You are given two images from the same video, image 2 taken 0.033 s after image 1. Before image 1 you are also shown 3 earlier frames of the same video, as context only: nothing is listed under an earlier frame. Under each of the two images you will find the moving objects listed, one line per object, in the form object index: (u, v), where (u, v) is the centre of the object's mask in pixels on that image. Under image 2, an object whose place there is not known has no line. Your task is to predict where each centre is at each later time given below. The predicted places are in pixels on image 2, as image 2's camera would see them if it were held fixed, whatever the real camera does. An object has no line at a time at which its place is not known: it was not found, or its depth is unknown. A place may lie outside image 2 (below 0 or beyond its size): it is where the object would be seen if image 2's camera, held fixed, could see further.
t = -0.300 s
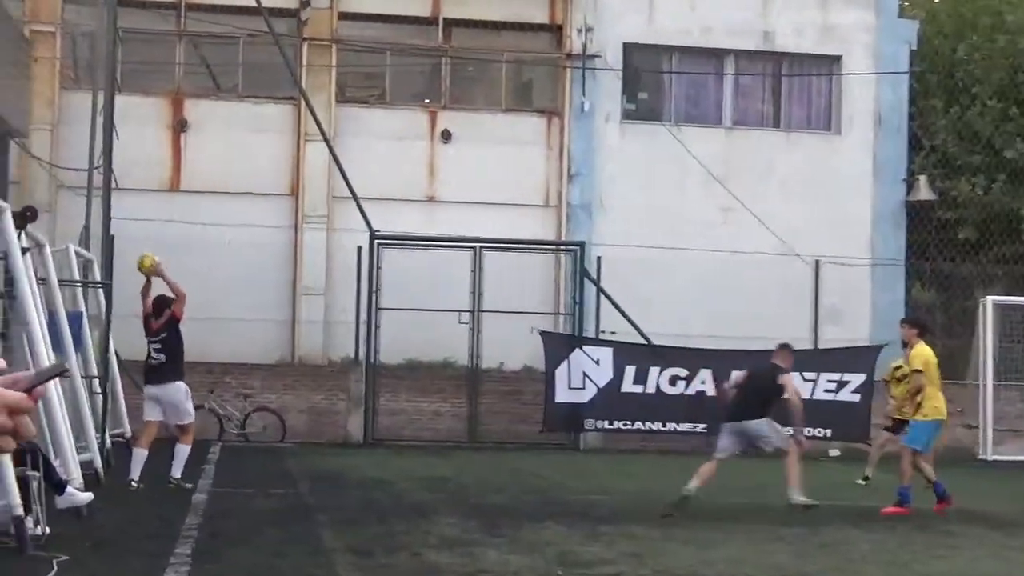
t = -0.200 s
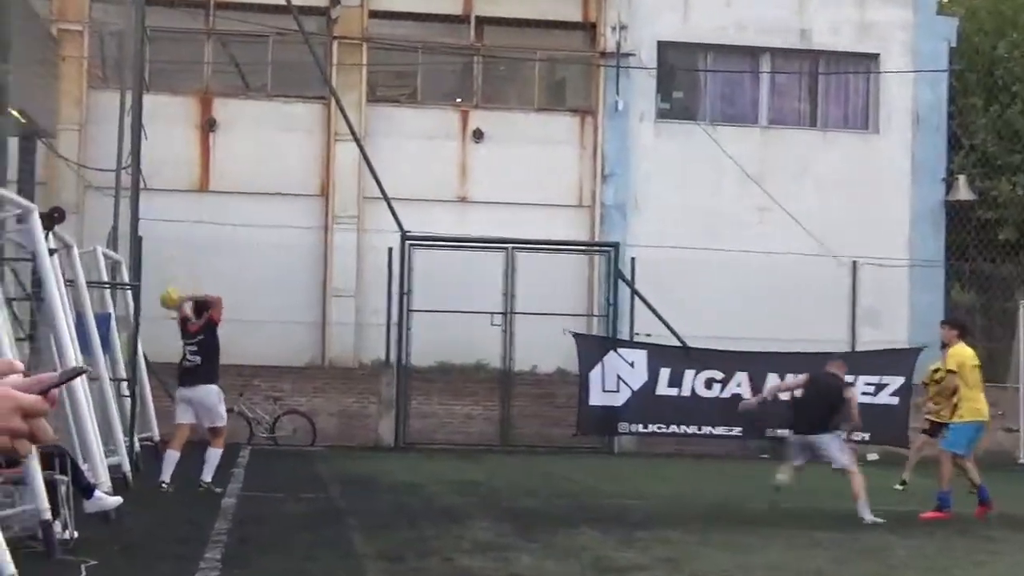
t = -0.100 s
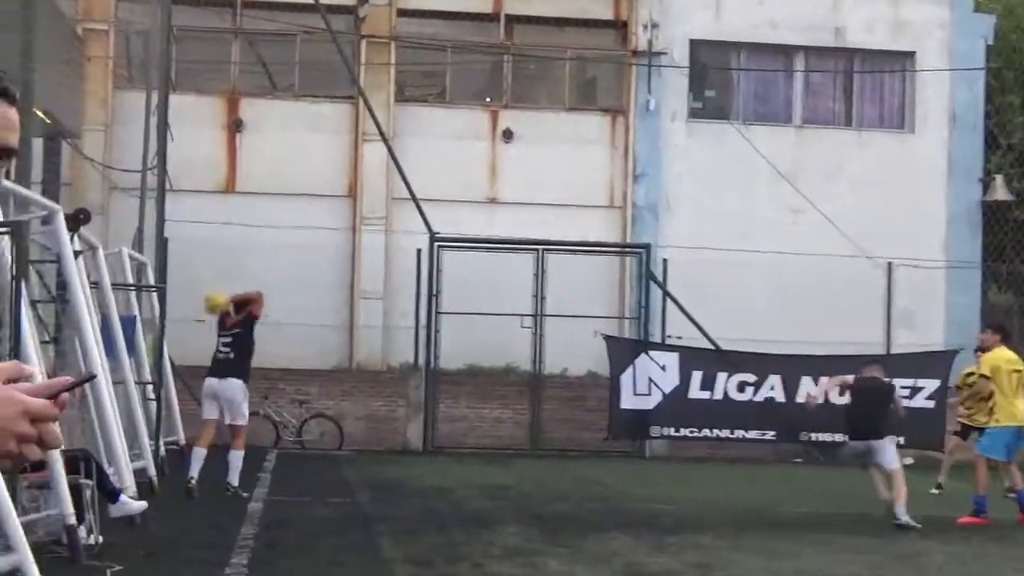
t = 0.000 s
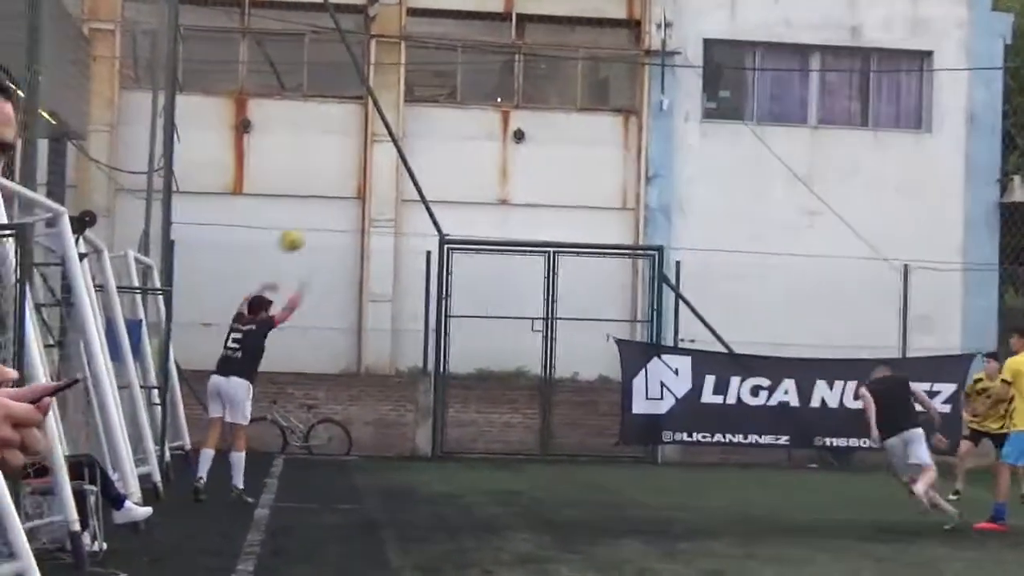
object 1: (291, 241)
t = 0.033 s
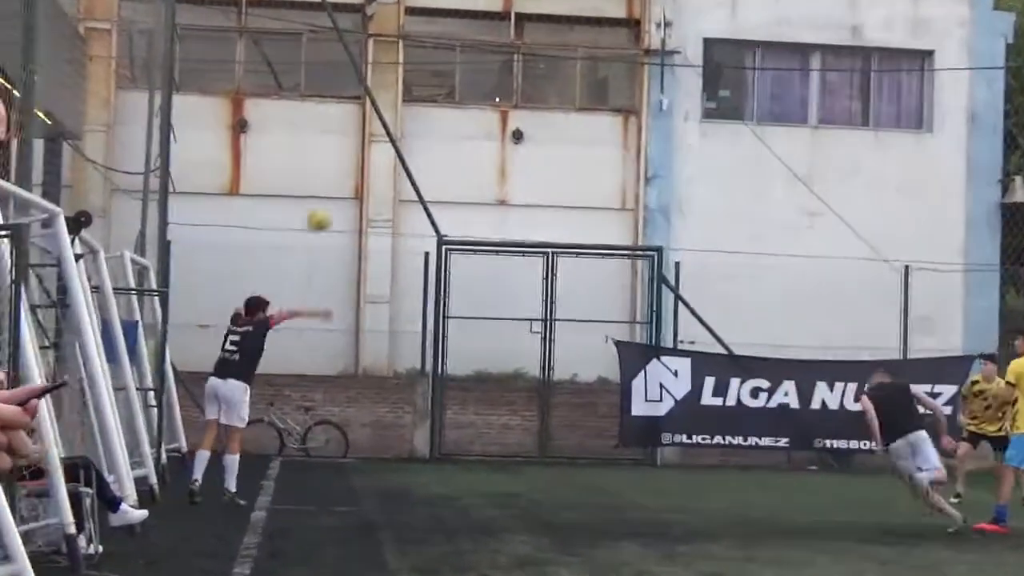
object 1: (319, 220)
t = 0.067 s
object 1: (349, 202)
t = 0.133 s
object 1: (405, 169)
